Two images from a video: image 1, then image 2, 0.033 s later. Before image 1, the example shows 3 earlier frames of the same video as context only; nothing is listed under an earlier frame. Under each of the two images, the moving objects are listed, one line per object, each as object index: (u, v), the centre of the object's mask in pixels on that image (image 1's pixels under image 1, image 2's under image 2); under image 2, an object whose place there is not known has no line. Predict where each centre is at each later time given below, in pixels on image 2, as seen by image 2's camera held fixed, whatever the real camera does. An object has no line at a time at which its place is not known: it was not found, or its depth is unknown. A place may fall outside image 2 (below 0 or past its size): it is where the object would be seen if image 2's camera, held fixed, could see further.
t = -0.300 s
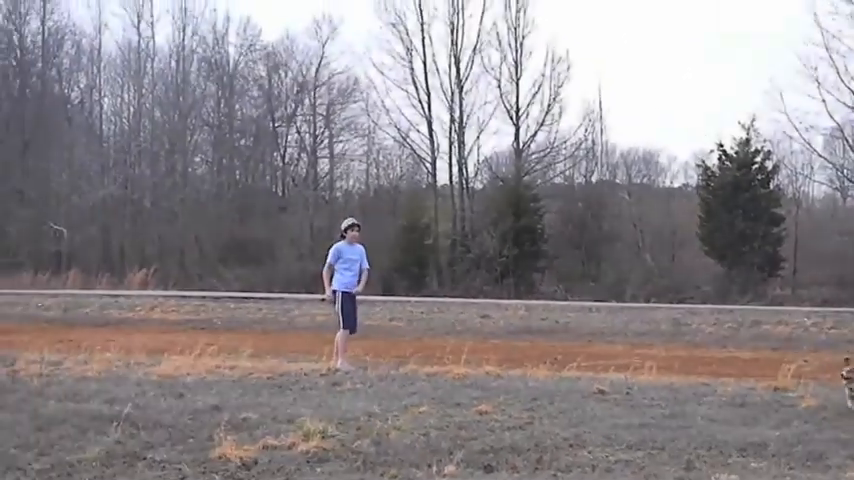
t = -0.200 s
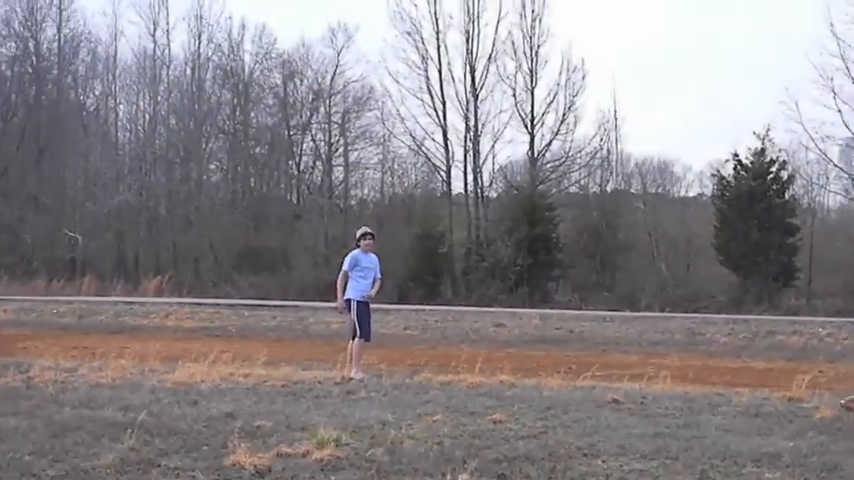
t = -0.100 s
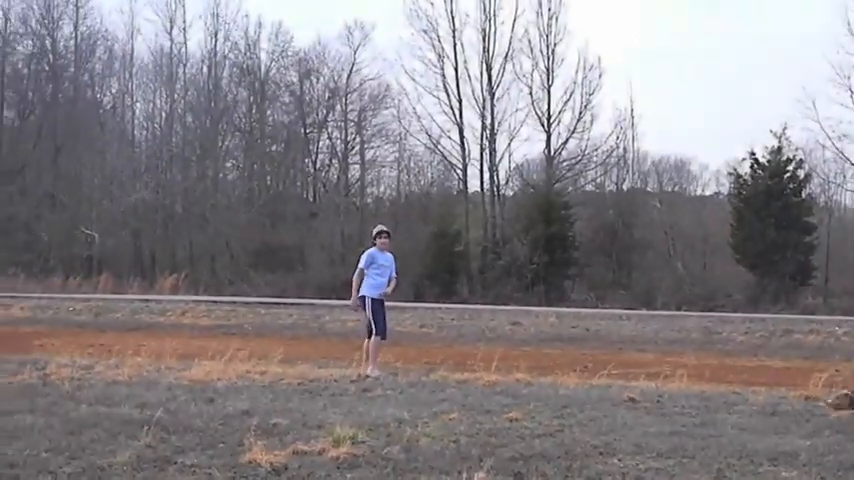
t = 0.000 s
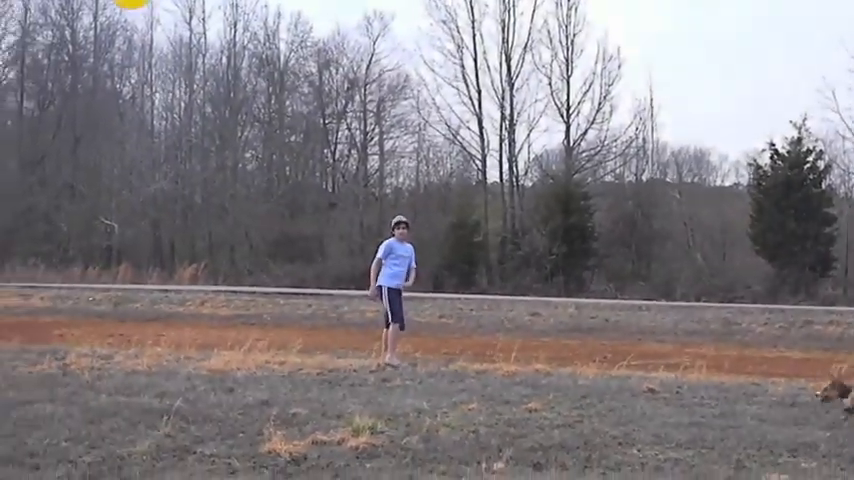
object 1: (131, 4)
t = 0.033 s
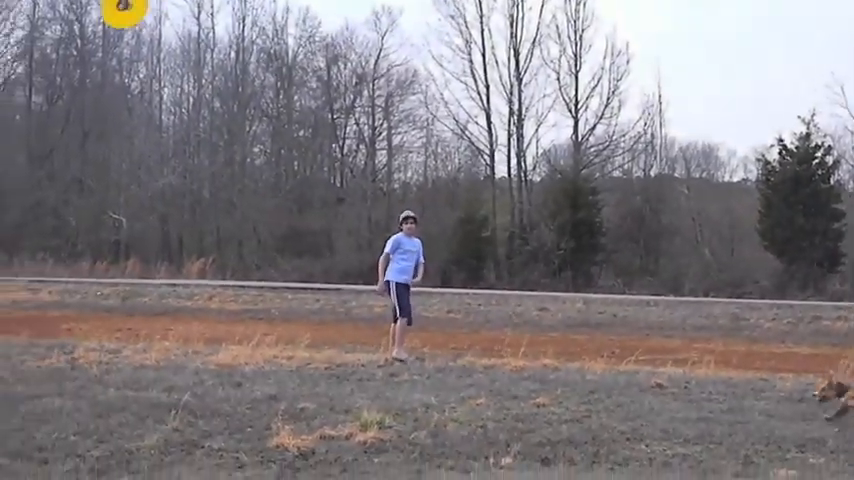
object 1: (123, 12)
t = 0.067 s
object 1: (104, 33)
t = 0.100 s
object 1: (91, 59)
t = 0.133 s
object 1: (74, 88)
